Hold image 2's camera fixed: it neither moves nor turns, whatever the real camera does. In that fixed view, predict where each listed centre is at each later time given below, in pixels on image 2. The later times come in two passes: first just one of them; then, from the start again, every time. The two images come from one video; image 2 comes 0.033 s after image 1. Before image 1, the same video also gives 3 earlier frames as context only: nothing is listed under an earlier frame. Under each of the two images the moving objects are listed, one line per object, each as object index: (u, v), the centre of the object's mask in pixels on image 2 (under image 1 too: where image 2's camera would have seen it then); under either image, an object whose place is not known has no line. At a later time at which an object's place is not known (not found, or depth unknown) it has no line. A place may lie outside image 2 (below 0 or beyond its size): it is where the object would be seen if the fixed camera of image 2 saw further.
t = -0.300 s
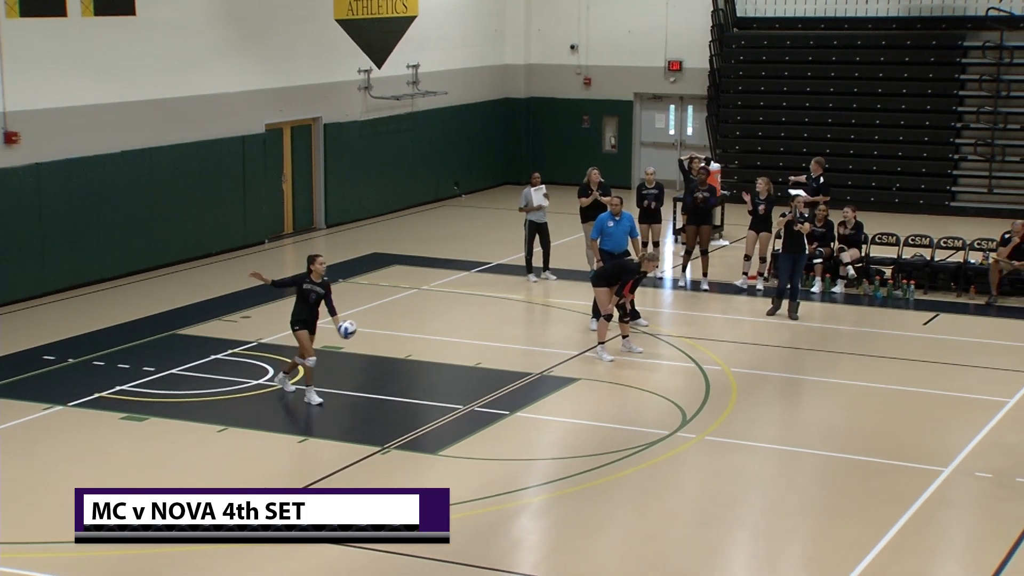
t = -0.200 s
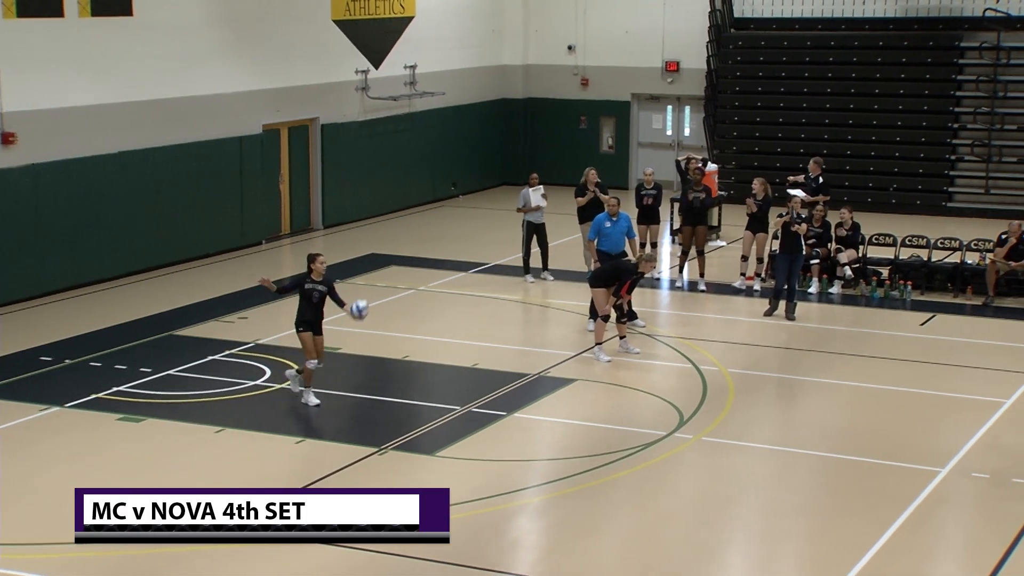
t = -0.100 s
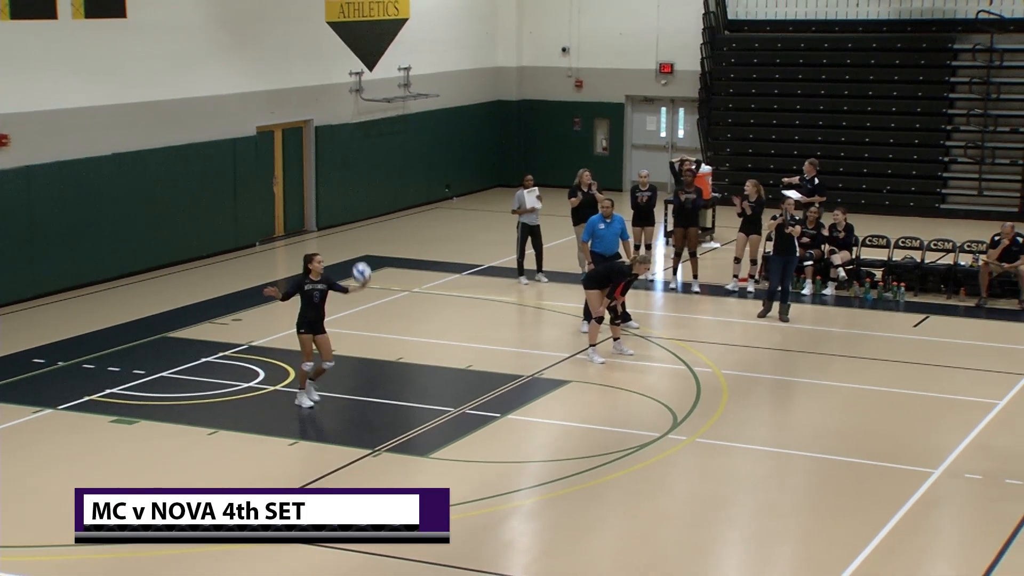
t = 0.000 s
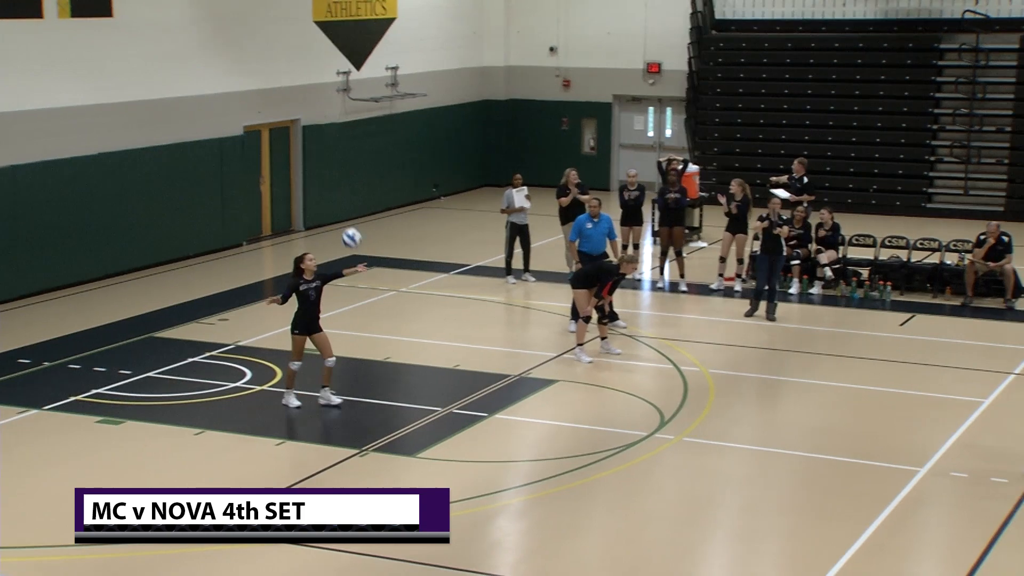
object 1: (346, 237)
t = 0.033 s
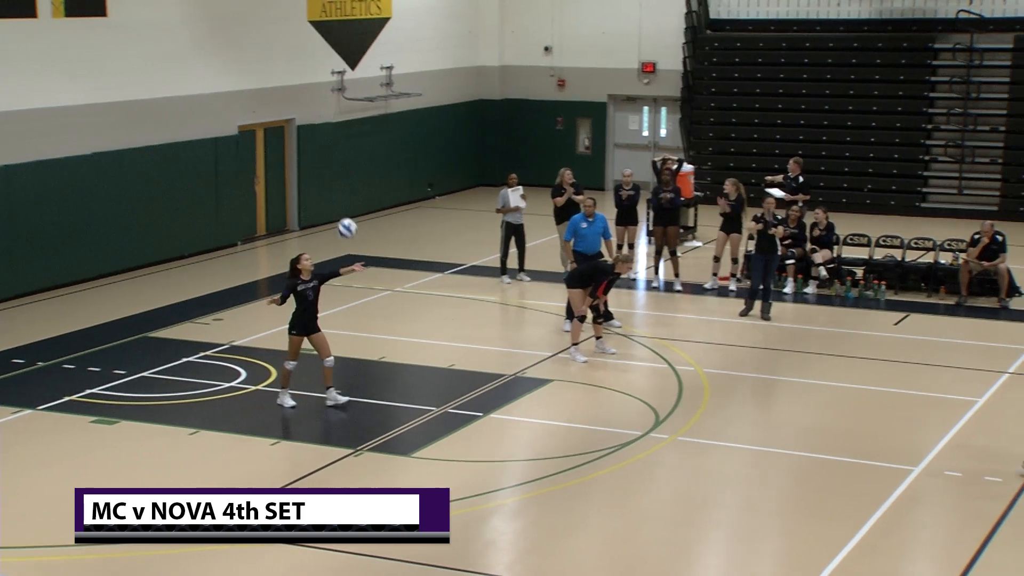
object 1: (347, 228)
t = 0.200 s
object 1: (351, 196)
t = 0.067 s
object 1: (348, 220)
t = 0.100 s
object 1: (348, 212)
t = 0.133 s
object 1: (349, 206)
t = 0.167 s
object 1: (351, 200)
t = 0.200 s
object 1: (351, 196)
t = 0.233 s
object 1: (352, 192)
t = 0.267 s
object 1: (353, 190)
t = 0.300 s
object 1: (354, 188)
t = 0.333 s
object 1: (355, 188)
